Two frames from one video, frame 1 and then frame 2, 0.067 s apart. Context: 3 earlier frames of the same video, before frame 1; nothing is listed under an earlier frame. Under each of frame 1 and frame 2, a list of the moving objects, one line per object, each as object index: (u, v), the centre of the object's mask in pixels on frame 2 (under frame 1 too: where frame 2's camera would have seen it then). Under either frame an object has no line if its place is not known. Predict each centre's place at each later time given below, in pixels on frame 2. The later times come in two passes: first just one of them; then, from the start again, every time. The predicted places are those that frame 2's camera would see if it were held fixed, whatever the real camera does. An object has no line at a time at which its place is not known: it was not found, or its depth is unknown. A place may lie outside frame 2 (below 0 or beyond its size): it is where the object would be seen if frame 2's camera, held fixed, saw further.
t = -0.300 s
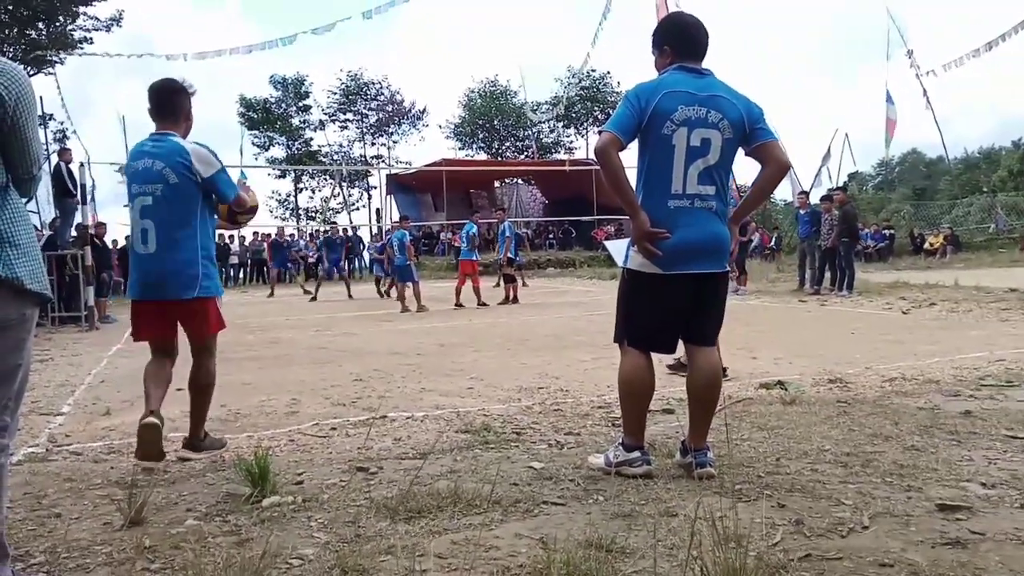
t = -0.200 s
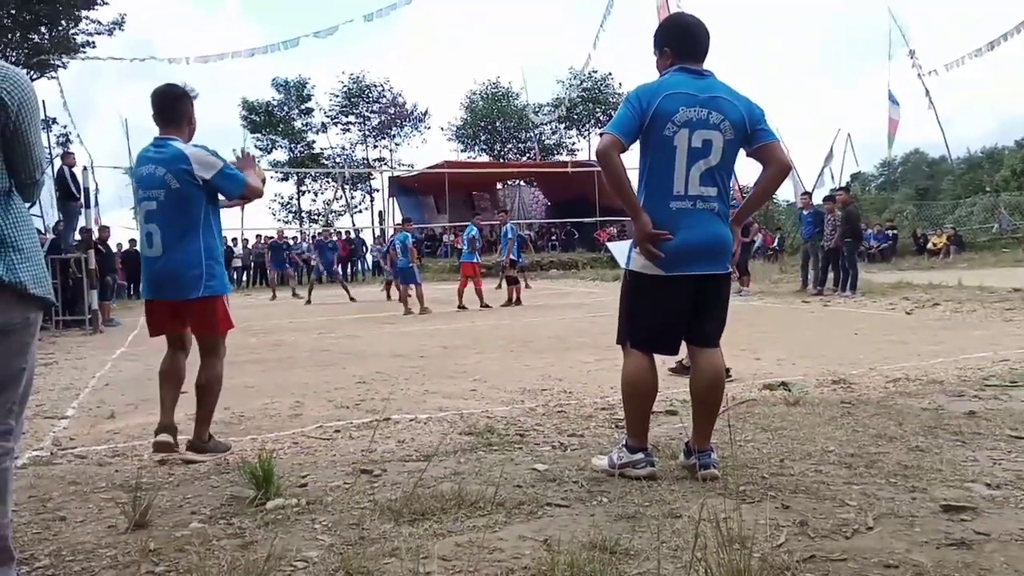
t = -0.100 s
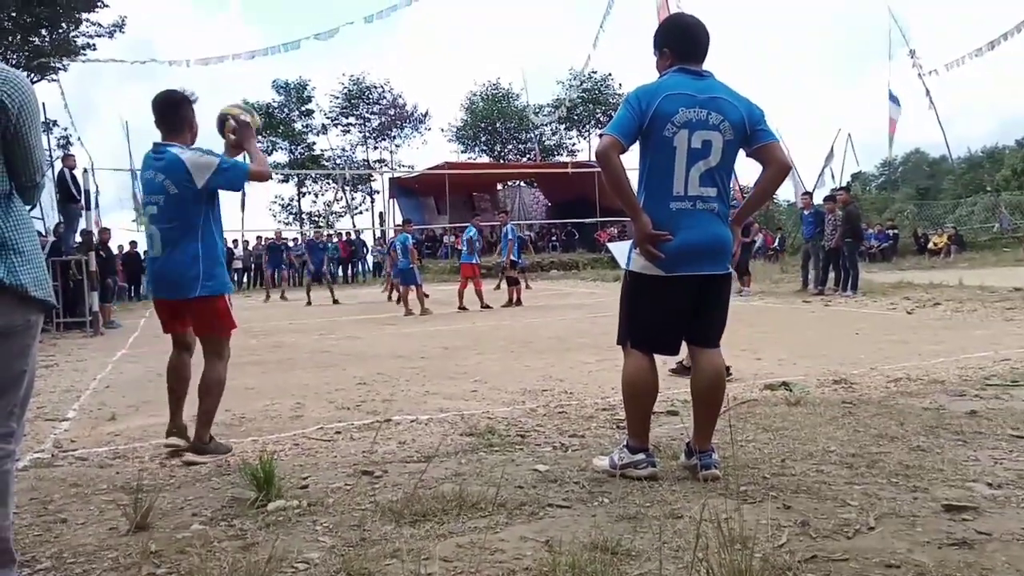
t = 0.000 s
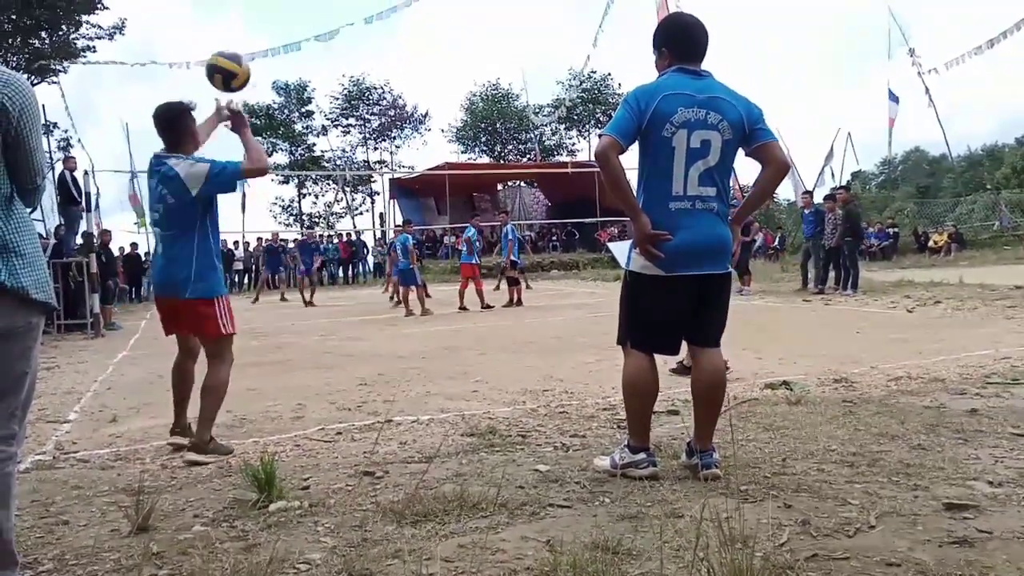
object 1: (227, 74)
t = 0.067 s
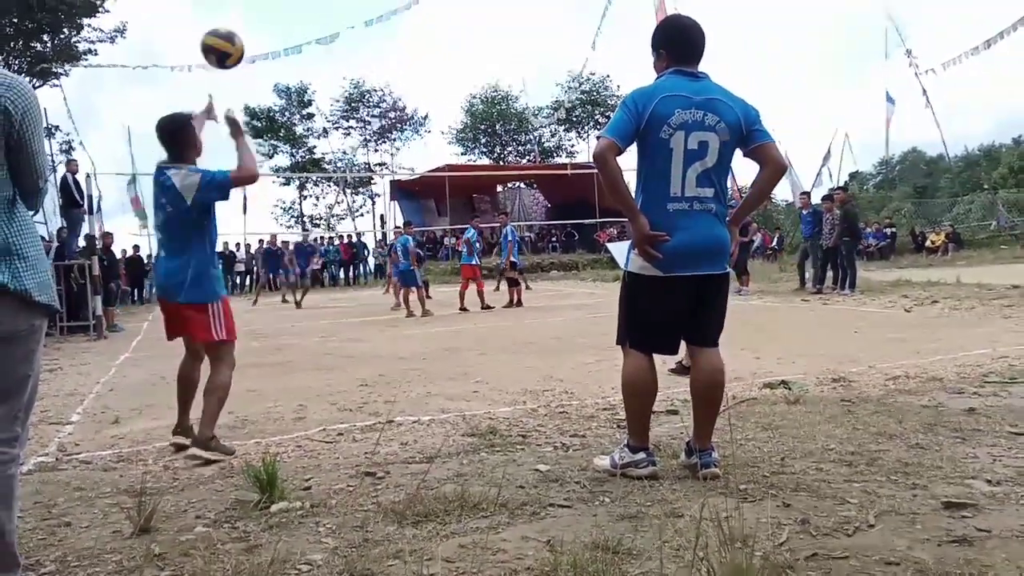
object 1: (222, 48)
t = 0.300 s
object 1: (202, 22)
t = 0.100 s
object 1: (219, 38)
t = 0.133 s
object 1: (215, 30)
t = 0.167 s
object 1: (211, 23)
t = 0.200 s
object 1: (209, 20)
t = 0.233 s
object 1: (206, 18)
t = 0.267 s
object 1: (204, 19)
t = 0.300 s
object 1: (202, 22)
